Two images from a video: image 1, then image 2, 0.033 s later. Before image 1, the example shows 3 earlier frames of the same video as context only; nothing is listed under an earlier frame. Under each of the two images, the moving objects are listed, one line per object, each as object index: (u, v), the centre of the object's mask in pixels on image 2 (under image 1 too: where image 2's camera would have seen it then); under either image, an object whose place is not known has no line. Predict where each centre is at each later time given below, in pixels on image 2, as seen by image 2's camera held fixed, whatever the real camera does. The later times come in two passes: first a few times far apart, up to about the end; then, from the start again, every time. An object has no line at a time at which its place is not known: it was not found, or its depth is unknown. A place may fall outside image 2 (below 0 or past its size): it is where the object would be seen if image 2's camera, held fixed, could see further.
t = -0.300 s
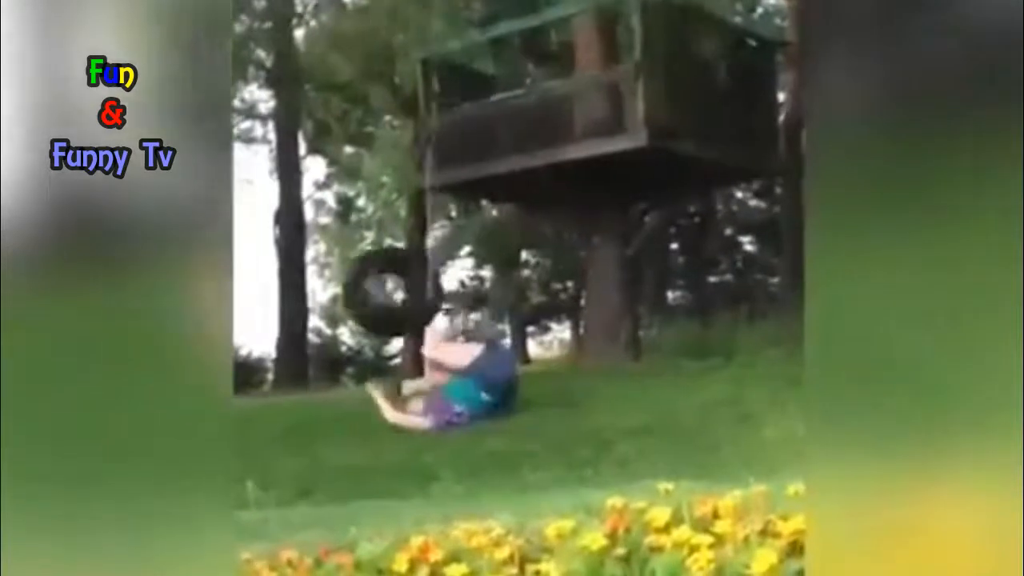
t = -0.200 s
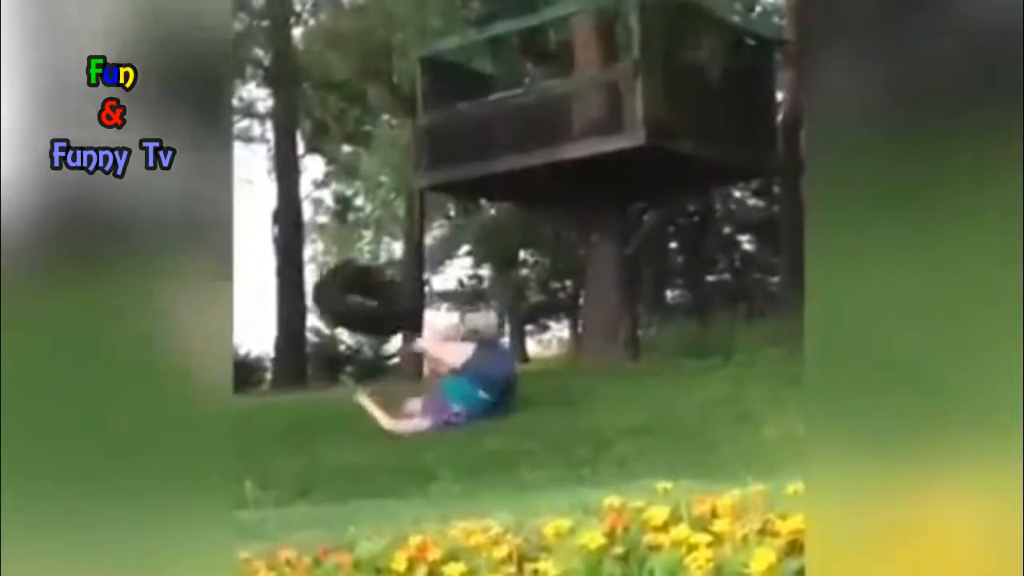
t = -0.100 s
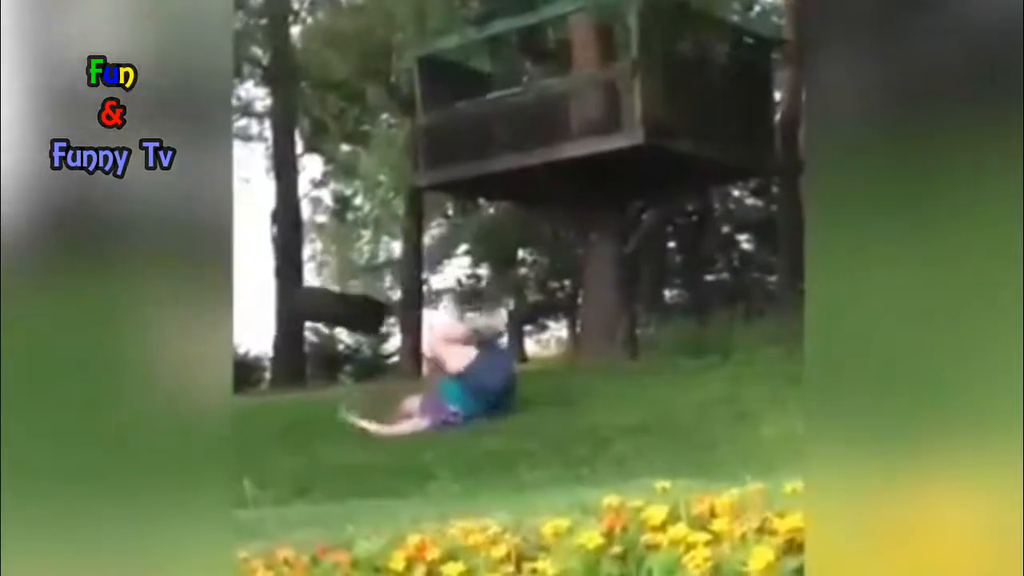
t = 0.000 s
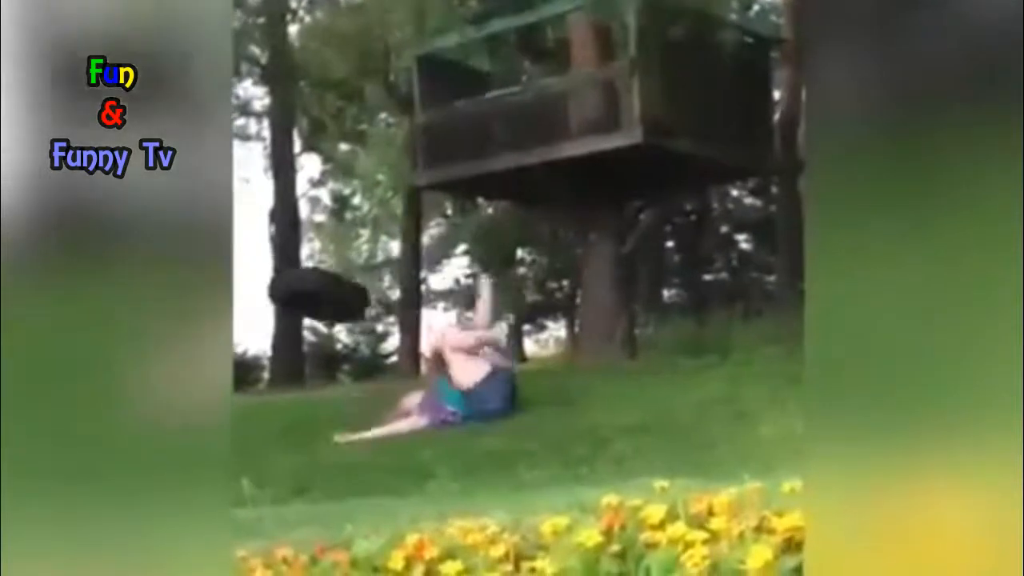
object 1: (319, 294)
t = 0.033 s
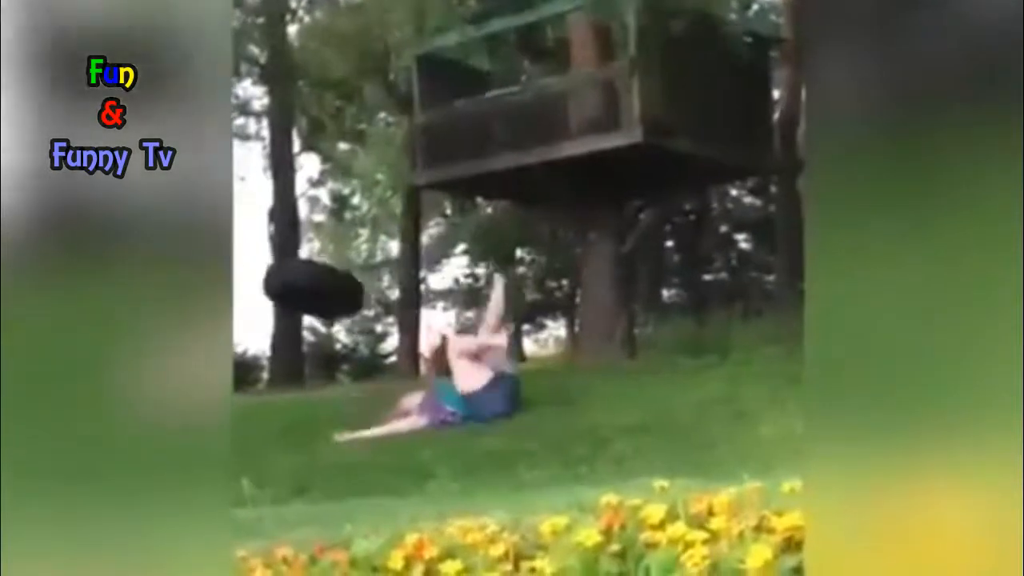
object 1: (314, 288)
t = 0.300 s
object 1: (286, 287)
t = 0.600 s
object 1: (298, 289)
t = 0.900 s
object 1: (344, 305)
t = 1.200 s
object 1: (426, 319)
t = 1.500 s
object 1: (504, 315)
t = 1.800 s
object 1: (566, 302)
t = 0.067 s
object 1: (310, 285)
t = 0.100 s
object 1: (306, 283)
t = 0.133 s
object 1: (302, 282)
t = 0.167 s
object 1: (299, 281)
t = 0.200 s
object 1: (295, 281)
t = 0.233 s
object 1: (293, 282)
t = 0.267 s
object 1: (289, 284)
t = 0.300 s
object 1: (286, 287)
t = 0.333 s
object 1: (285, 290)
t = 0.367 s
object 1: (285, 292)
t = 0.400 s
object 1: (285, 291)
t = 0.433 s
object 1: (287, 290)
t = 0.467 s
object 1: (288, 288)
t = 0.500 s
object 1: (290, 287)
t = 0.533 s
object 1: (293, 287)
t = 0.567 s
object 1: (295, 288)
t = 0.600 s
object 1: (298, 289)
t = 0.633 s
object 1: (302, 291)
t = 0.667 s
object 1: (307, 294)
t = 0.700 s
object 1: (311, 297)
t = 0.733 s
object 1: (317, 303)
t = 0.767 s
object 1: (321, 304)
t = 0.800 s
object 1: (324, 304)
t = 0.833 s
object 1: (329, 304)
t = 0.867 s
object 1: (333, 303)
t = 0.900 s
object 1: (344, 305)
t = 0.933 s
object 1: (355, 306)
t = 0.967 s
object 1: (365, 308)
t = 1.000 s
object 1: (369, 310)
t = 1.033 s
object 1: (376, 312)
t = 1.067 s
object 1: (389, 316)
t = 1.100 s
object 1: (399, 318)
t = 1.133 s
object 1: (406, 319)
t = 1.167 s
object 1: (416, 320)
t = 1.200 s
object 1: (426, 319)
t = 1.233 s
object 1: (432, 318)
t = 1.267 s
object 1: (445, 319)
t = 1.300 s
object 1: (447, 319)
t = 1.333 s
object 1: (454, 319)
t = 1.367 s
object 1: (471, 319)
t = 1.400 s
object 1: (487, 319)
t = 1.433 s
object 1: (493, 318)
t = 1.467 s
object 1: (501, 316)
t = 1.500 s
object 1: (504, 315)
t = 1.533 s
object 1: (512, 314)
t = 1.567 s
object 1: (517, 312)
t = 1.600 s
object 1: (525, 311)
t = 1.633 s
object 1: (530, 310)
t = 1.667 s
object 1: (539, 309)
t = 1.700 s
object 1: (553, 305)
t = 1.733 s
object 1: (555, 304)
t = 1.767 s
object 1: (563, 303)
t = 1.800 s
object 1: (566, 302)
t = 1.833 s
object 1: (567, 302)
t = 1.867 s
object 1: (566, 302)
